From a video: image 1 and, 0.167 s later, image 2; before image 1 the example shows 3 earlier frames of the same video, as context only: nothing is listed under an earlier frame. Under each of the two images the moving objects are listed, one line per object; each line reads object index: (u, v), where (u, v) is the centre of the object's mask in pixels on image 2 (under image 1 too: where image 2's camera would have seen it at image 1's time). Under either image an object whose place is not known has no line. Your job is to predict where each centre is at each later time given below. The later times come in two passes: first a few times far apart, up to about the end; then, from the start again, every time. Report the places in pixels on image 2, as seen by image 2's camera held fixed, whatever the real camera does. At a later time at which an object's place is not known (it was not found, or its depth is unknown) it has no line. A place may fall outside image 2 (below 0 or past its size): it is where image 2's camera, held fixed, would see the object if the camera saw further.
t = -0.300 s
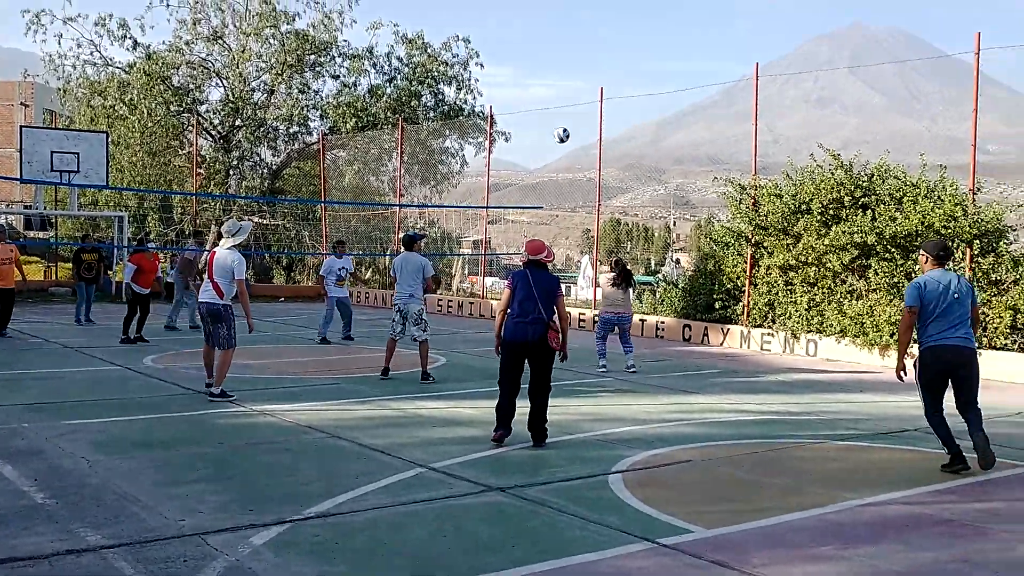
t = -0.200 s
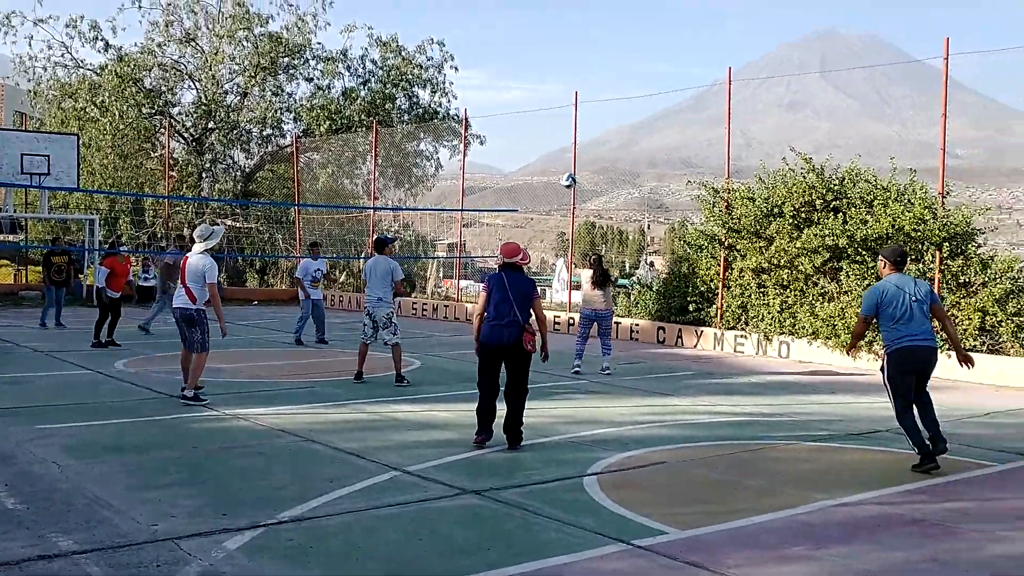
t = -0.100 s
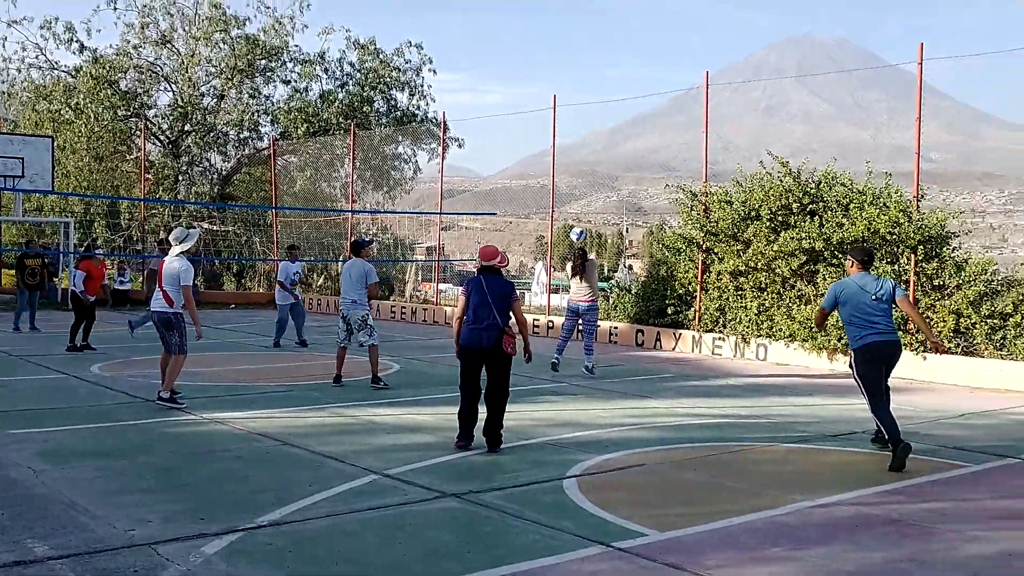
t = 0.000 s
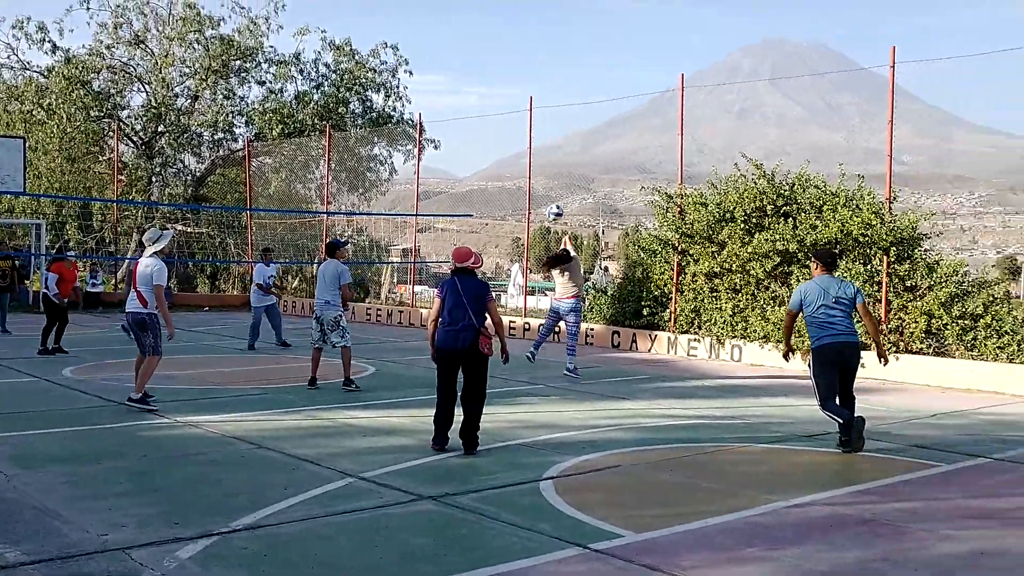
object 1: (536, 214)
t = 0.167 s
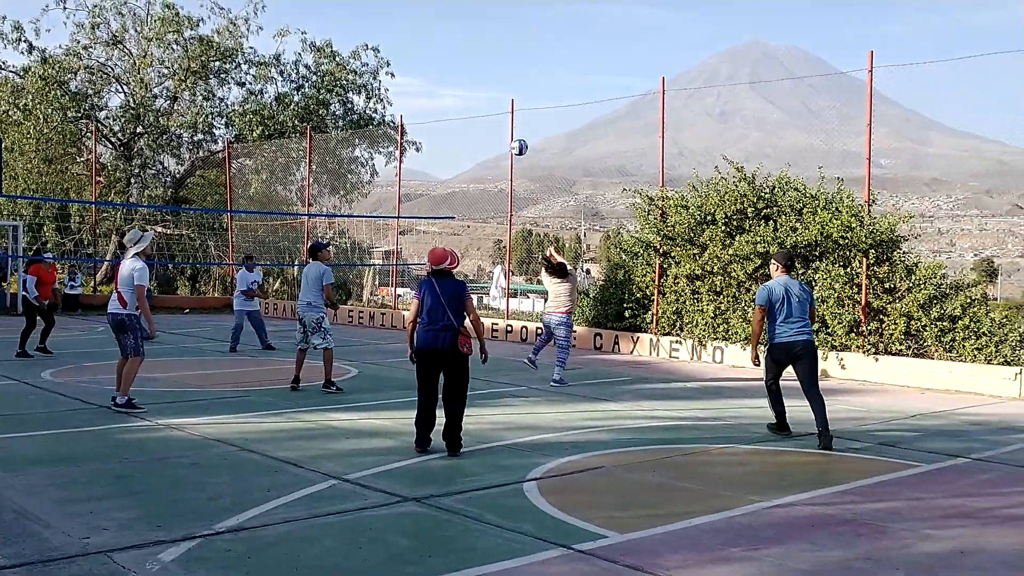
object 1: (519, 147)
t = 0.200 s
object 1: (515, 136)
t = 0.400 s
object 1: (493, 85)
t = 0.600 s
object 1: (470, 66)
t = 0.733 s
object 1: (454, 75)
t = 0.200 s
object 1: (515, 136)
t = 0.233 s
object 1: (512, 125)
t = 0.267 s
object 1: (509, 116)
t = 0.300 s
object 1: (504, 107)
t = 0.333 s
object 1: (501, 99)
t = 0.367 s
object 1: (497, 91)
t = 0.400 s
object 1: (493, 85)
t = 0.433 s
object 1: (489, 80)
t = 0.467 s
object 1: (486, 75)
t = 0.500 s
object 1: (482, 71)
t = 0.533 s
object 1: (478, 69)
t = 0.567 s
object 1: (474, 67)
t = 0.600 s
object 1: (470, 66)
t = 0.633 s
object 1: (466, 67)
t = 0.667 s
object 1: (462, 69)
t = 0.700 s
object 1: (458, 71)
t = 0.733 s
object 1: (454, 75)
